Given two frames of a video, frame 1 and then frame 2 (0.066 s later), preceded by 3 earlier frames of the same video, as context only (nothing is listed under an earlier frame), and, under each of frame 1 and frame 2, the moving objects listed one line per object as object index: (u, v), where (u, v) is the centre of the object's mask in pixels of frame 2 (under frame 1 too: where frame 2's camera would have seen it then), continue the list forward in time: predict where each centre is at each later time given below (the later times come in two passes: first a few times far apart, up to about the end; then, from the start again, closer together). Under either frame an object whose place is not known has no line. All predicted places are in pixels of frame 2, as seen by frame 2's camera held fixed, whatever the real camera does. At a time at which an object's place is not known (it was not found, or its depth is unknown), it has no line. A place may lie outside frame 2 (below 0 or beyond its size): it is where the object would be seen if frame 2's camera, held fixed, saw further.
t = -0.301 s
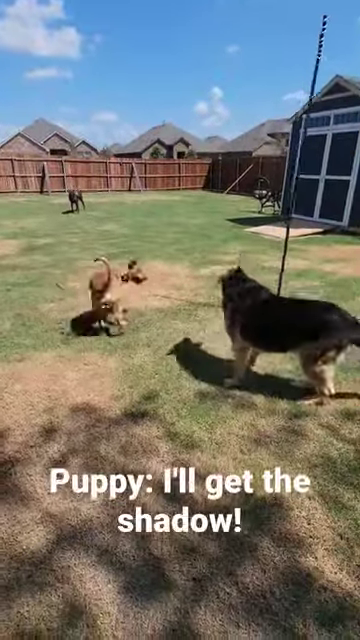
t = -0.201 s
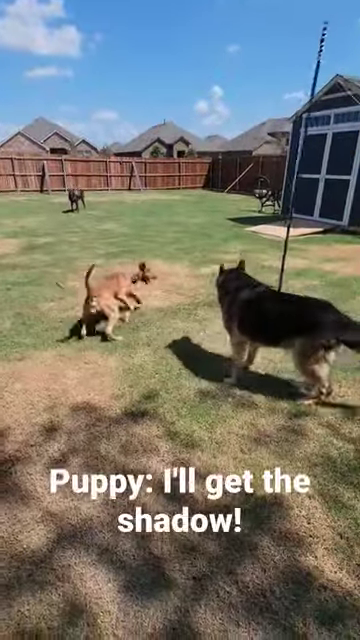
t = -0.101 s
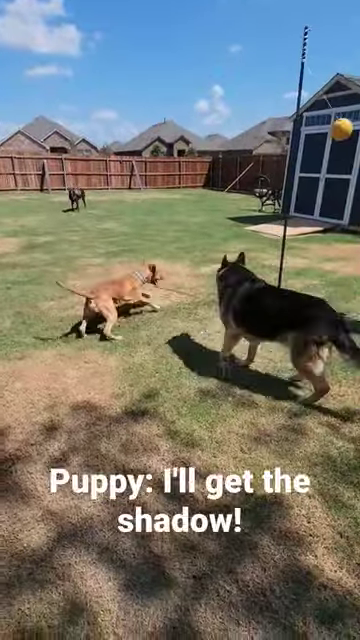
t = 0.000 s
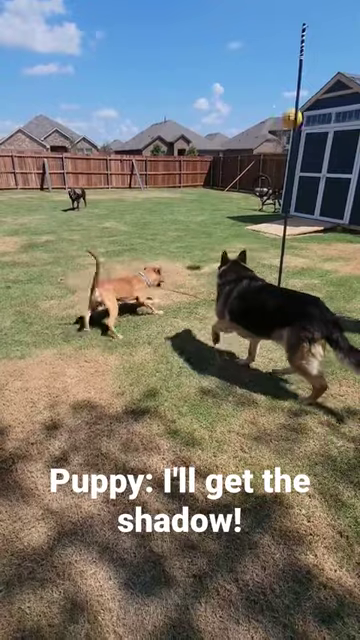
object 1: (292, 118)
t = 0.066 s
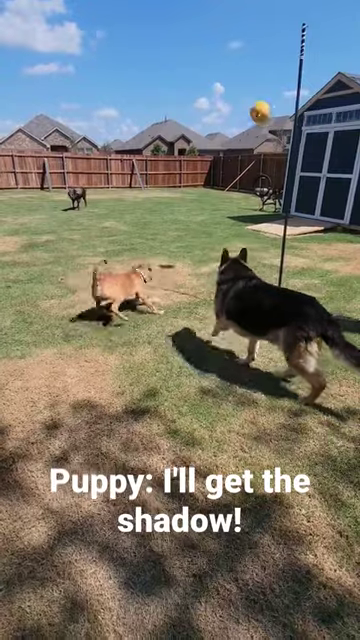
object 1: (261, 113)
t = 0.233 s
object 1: (186, 102)
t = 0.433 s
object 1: (146, 100)
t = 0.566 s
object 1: (168, 111)
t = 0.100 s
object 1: (244, 109)
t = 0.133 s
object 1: (228, 106)
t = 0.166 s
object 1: (213, 105)
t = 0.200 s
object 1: (199, 103)
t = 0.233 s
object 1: (186, 102)
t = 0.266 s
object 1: (174, 101)
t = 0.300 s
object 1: (163, 100)
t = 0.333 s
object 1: (155, 99)
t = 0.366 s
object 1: (149, 99)
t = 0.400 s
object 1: (146, 100)
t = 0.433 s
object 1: (146, 100)
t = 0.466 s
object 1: (148, 102)
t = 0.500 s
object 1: (152, 104)
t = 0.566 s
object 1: (168, 111)
